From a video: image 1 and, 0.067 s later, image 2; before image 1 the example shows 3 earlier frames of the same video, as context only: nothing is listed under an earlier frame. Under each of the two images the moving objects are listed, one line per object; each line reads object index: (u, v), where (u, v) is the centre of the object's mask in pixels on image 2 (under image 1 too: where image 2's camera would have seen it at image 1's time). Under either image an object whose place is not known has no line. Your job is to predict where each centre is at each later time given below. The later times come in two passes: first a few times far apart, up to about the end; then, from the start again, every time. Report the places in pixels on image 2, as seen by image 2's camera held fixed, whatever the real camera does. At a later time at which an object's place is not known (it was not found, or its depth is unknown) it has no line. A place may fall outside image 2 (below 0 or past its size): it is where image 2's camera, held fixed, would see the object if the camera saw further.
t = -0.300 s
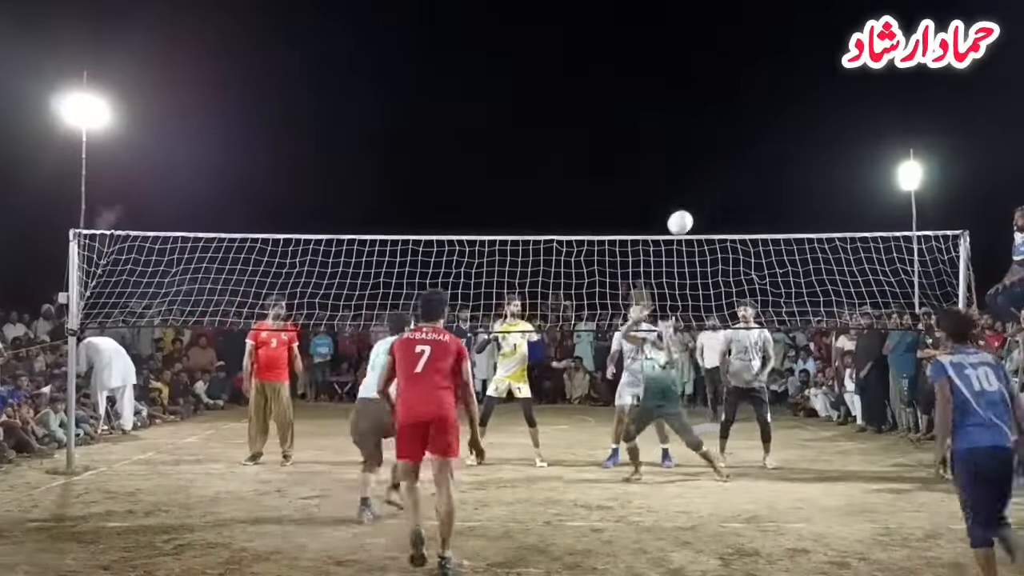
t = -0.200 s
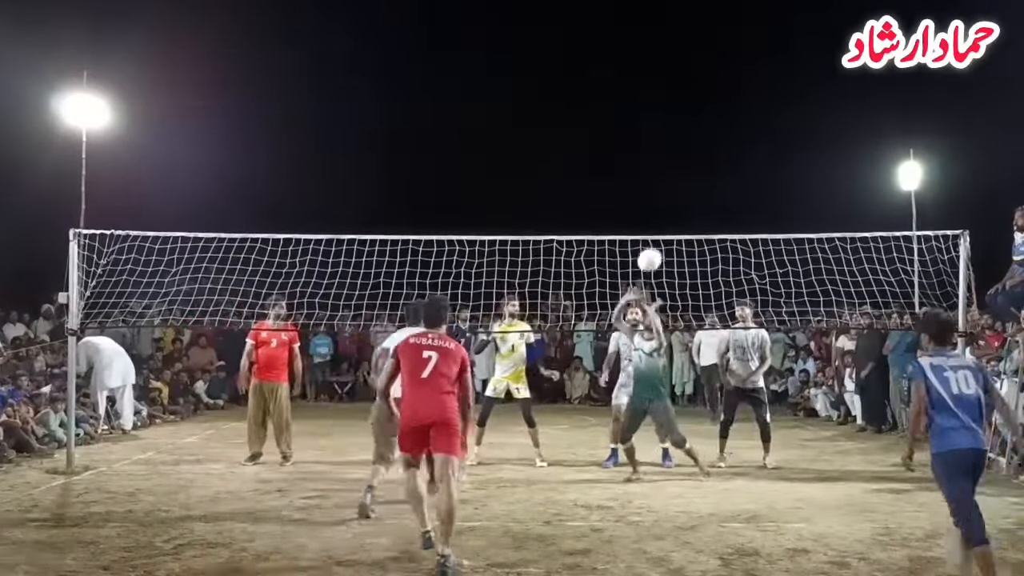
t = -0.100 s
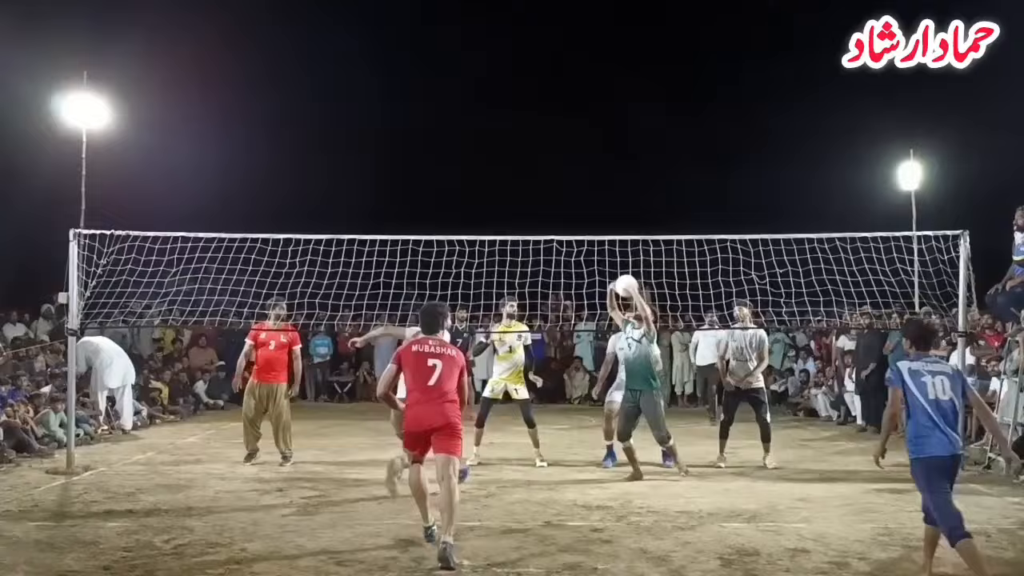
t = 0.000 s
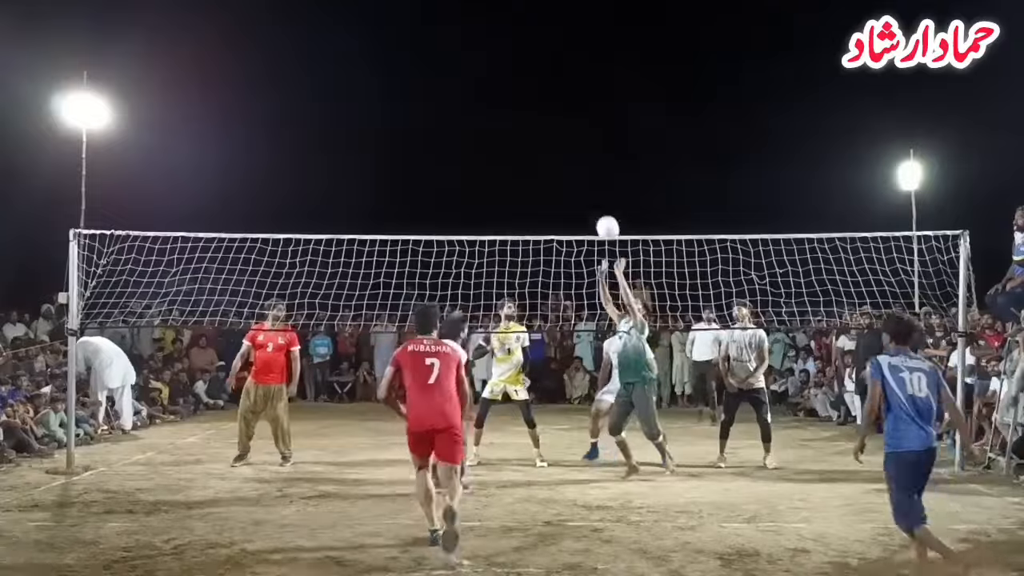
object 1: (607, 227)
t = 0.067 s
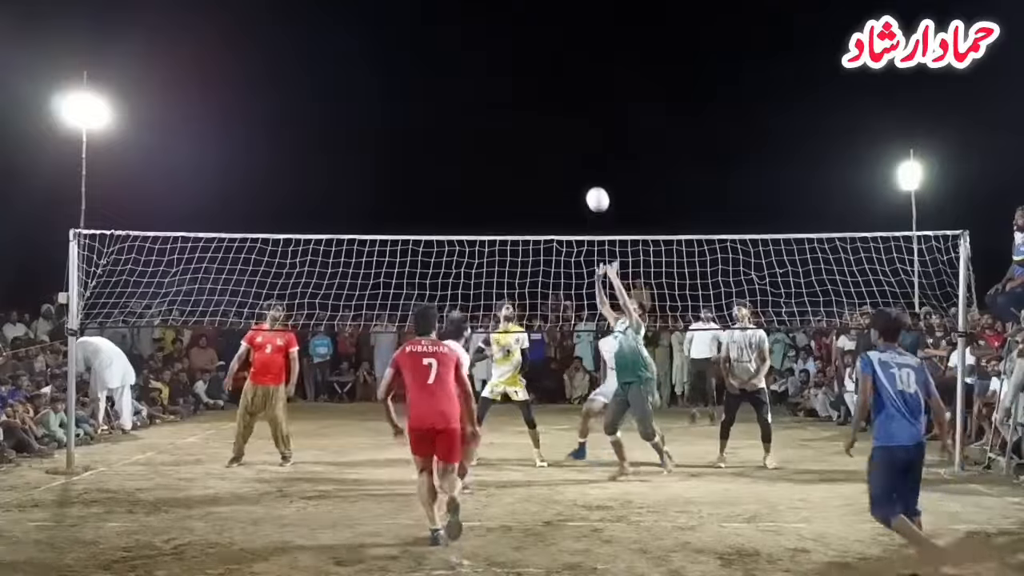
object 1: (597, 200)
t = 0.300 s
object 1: (551, 100)
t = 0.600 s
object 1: (496, 51)
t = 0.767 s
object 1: (467, 63)
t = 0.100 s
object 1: (590, 182)
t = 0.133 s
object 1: (584, 165)
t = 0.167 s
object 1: (577, 150)
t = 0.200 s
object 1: (570, 136)
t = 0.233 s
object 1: (564, 123)
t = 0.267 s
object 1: (557, 111)
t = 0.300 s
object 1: (551, 100)
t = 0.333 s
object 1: (545, 90)
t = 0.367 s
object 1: (539, 81)
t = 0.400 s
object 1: (532, 74)
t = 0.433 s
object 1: (526, 67)
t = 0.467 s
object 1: (520, 62)
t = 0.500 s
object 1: (514, 58)
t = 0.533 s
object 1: (508, 54)
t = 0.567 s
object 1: (502, 52)
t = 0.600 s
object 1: (496, 51)
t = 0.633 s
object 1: (490, 51)
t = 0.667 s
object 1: (484, 53)
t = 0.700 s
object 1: (478, 55)
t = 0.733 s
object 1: (473, 58)
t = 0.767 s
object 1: (467, 63)
